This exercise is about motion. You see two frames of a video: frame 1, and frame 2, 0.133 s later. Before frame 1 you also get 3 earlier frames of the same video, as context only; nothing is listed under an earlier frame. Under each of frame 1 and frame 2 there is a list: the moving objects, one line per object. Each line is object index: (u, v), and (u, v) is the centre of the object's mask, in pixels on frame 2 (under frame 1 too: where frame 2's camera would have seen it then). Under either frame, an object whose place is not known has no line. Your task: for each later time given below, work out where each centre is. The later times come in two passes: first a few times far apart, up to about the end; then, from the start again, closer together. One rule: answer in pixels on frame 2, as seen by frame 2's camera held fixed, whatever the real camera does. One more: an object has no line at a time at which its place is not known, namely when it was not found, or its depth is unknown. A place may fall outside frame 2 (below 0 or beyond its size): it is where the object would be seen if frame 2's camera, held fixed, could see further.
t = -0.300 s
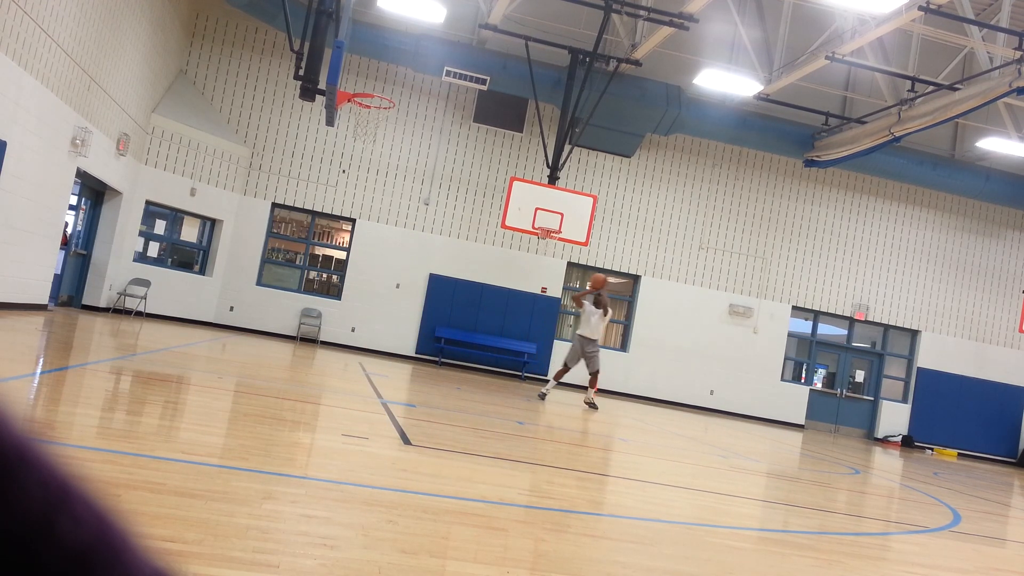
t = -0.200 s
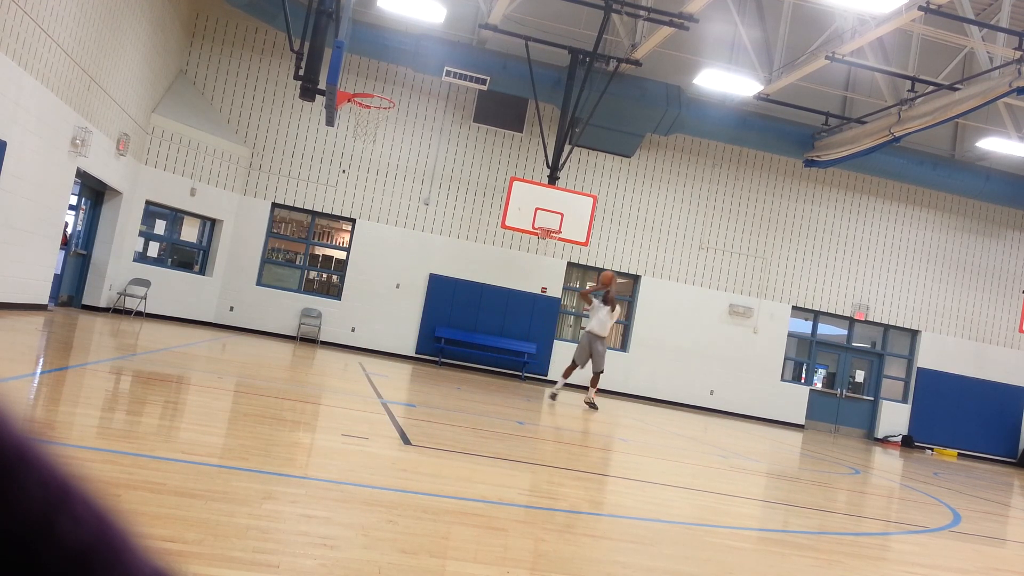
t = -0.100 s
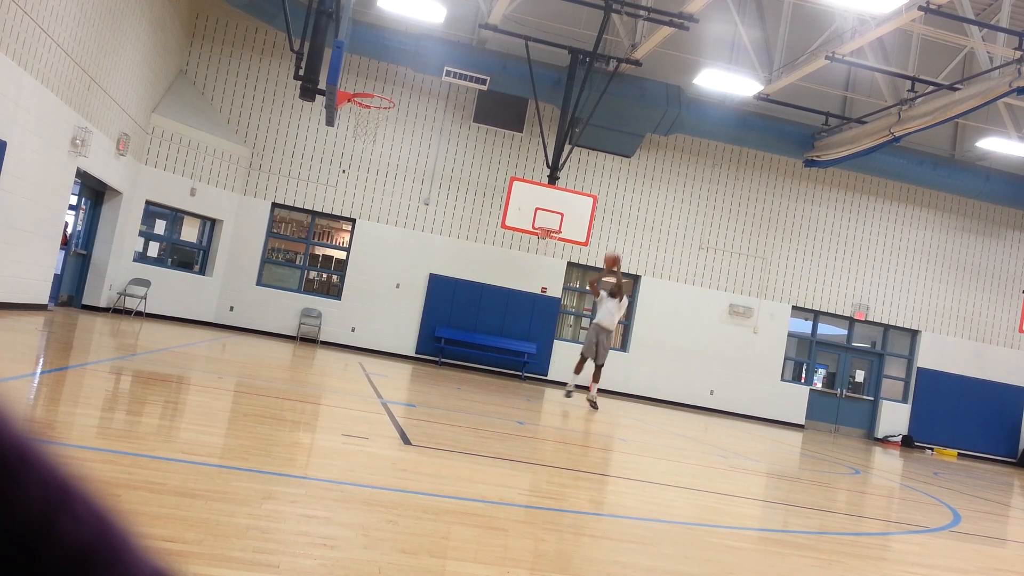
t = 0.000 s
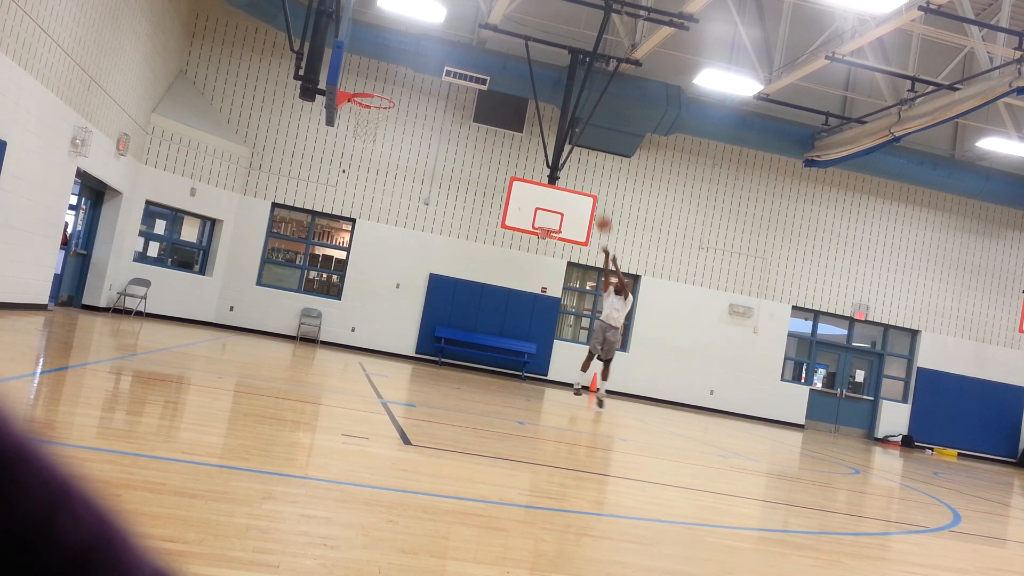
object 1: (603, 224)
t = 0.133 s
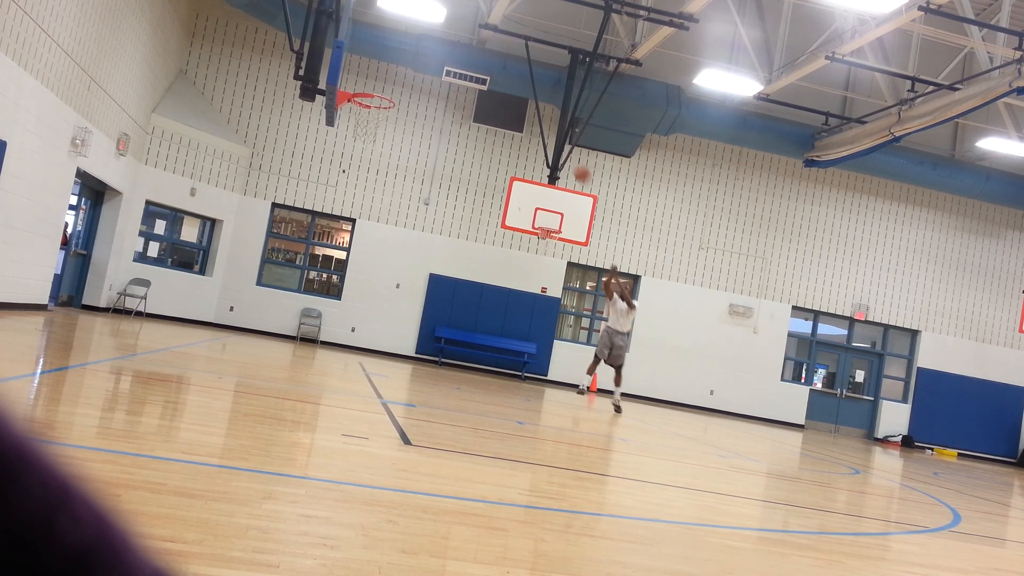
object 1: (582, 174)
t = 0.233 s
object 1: (564, 142)
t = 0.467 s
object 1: (513, 89)
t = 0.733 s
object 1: (437, 70)
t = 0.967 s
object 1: (370, 104)
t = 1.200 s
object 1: (368, 158)
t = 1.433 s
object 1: (339, 261)
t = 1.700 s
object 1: (316, 322)
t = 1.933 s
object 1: (319, 245)
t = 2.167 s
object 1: (313, 214)
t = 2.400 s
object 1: (299, 229)
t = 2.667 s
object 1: (271, 299)
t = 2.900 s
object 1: (255, 313)
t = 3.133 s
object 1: (251, 268)
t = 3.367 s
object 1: (238, 267)
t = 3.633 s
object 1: (211, 319)
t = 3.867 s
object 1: (202, 302)
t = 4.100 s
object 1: (193, 286)
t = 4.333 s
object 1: (175, 313)
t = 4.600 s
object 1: (164, 304)
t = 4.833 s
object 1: (153, 306)
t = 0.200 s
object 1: (570, 152)
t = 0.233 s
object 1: (564, 142)
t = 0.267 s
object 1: (558, 133)
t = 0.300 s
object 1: (552, 124)
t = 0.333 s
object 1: (544, 114)
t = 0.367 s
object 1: (536, 108)
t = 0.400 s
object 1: (528, 101)
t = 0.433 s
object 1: (521, 95)
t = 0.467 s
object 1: (513, 89)
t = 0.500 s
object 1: (505, 84)
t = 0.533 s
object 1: (497, 80)
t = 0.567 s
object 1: (488, 77)
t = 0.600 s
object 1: (478, 74)
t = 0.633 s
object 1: (468, 71)
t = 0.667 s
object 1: (458, 70)
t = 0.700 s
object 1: (448, 70)
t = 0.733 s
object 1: (437, 70)
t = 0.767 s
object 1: (426, 72)
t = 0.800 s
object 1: (415, 75)
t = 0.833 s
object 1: (402, 78)
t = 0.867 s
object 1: (389, 84)
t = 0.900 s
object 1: (376, 87)
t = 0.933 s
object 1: (362, 97)
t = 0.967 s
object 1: (370, 104)
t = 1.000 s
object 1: (382, 110)
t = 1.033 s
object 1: (383, 117)
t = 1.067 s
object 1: (380, 123)
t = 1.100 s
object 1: (378, 131)
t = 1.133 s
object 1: (375, 139)
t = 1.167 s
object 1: (372, 148)
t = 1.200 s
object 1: (368, 158)
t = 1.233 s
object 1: (365, 169)
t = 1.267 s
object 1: (361, 182)
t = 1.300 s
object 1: (357, 195)
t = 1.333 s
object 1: (353, 209)
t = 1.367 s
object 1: (349, 225)
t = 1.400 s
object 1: (344, 240)
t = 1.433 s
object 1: (339, 261)
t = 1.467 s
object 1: (335, 279)
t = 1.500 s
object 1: (330, 293)
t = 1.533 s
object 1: (325, 314)
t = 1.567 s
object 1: (319, 336)
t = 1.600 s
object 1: (313, 357)
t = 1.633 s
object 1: (313, 353)
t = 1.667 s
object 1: (314, 337)
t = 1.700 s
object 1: (316, 322)
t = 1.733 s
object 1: (316, 308)
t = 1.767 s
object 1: (318, 294)
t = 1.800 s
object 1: (318, 284)
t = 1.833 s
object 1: (319, 272)
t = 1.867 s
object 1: (319, 262)
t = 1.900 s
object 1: (319, 254)
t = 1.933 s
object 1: (319, 245)
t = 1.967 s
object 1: (318, 237)
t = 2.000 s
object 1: (318, 231)
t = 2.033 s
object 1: (317, 226)
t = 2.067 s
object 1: (316, 222)
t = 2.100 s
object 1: (315, 219)
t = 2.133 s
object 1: (314, 216)
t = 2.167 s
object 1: (313, 214)
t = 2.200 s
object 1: (311, 213)
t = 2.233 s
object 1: (309, 213)
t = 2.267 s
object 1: (307, 215)
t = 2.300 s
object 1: (306, 217)
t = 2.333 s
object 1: (303, 220)
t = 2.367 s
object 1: (300, 223)
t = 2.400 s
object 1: (299, 229)
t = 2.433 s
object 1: (295, 233)
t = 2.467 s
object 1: (293, 241)
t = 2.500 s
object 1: (289, 248)
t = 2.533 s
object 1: (286, 257)
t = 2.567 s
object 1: (283, 266)
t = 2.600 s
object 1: (279, 276)
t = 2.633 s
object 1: (275, 287)
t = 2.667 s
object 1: (271, 299)
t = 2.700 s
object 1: (267, 312)
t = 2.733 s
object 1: (262, 326)
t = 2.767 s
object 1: (257, 341)
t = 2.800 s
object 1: (254, 346)
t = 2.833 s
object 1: (255, 336)
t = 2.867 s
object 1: (255, 324)
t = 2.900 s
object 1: (255, 313)
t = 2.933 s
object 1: (255, 304)
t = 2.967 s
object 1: (255, 296)
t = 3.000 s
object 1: (254, 289)
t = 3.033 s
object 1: (254, 282)
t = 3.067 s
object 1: (253, 277)
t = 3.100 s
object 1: (252, 272)
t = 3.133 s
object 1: (251, 268)
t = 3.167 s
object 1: (249, 266)
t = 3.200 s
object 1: (248, 264)
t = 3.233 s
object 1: (246, 263)
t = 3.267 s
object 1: (244, 262)
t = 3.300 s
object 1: (242, 263)
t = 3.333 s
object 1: (240, 265)
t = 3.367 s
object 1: (238, 267)
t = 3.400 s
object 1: (235, 270)
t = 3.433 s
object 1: (232, 275)
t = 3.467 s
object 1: (229, 280)
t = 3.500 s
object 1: (226, 286)
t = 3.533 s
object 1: (223, 293)
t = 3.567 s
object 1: (219, 301)
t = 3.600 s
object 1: (215, 310)
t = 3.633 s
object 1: (211, 319)
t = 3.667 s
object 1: (207, 331)
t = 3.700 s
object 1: (203, 339)
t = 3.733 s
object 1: (203, 330)
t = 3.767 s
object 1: (203, 322)
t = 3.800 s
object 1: (203, 314)
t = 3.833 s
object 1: (203, 307)
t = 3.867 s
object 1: (202, 302)
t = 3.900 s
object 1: (201, 297)
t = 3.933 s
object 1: (200, 293)
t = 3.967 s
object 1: (199, 290)
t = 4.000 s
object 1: (198, 288)
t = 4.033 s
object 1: (196, 286)
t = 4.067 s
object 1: (195, 286)
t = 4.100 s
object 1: (193, 286)
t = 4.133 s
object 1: (191, 287)
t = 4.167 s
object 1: (189, 289)
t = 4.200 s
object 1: (186, 293)
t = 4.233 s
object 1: (184, 296)
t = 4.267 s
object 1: (181, 301)
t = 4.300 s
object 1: (179, 306)
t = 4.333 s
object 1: (175, 313)
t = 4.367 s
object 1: (172, 320)
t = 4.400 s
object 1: (169, 328)
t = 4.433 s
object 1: (167, 328)
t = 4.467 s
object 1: (166, 322)
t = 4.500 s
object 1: (166, 316)
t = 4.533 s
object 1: (165, 311)
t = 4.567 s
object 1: (165, 307)
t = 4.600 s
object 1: (164, 304)
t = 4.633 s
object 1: (163, 301)
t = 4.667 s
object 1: (162, 300)
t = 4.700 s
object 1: (160, 299)
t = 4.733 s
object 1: (159, 299)
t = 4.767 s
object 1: (157, 301)
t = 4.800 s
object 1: (155, 302)
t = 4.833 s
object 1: (153, 306)
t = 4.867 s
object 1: (150, 309)
